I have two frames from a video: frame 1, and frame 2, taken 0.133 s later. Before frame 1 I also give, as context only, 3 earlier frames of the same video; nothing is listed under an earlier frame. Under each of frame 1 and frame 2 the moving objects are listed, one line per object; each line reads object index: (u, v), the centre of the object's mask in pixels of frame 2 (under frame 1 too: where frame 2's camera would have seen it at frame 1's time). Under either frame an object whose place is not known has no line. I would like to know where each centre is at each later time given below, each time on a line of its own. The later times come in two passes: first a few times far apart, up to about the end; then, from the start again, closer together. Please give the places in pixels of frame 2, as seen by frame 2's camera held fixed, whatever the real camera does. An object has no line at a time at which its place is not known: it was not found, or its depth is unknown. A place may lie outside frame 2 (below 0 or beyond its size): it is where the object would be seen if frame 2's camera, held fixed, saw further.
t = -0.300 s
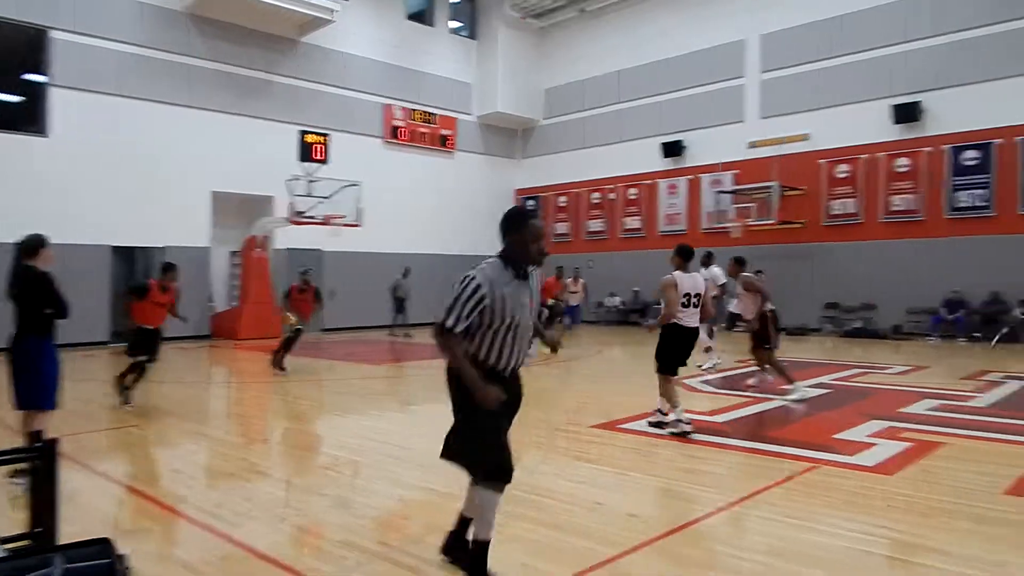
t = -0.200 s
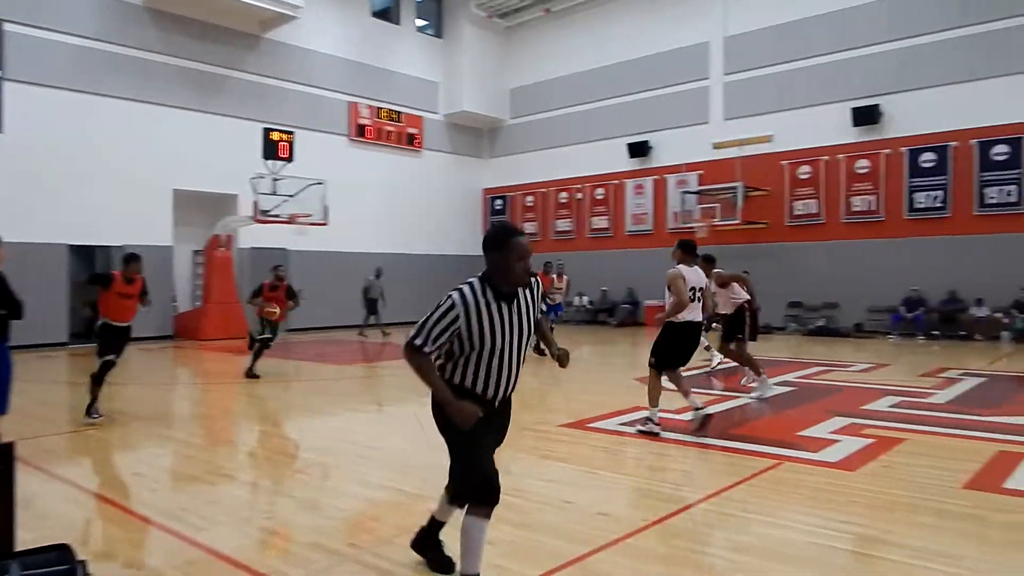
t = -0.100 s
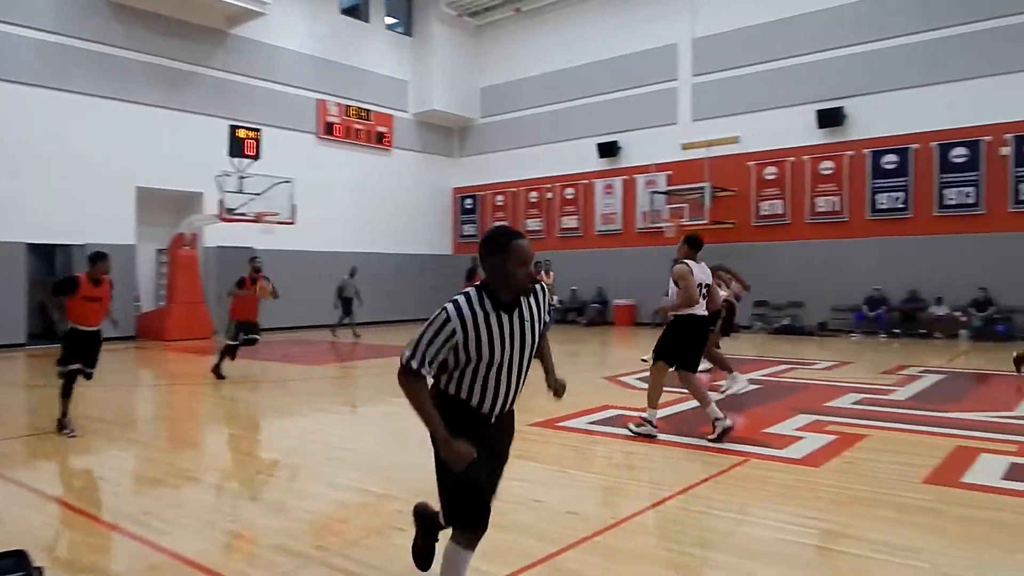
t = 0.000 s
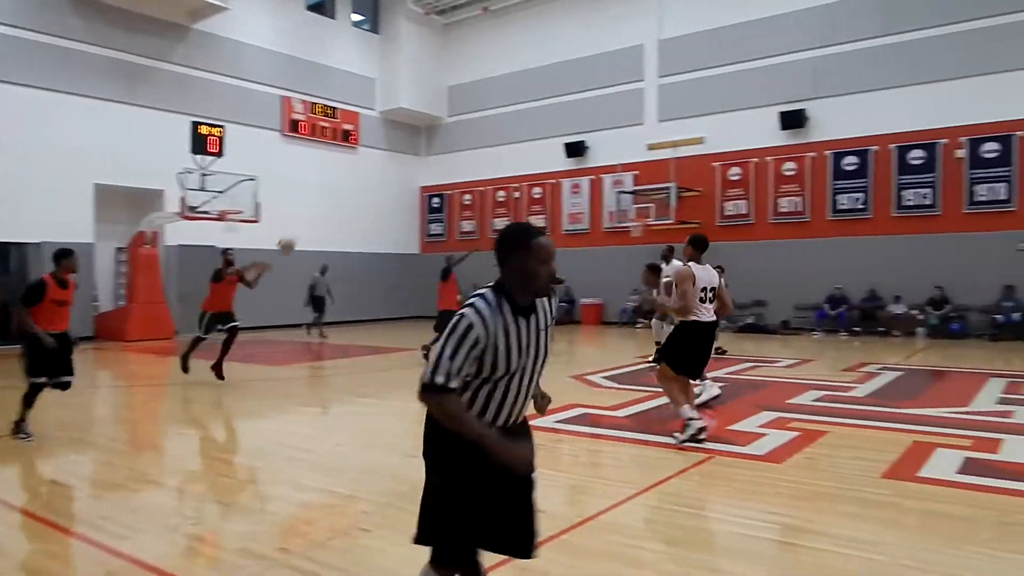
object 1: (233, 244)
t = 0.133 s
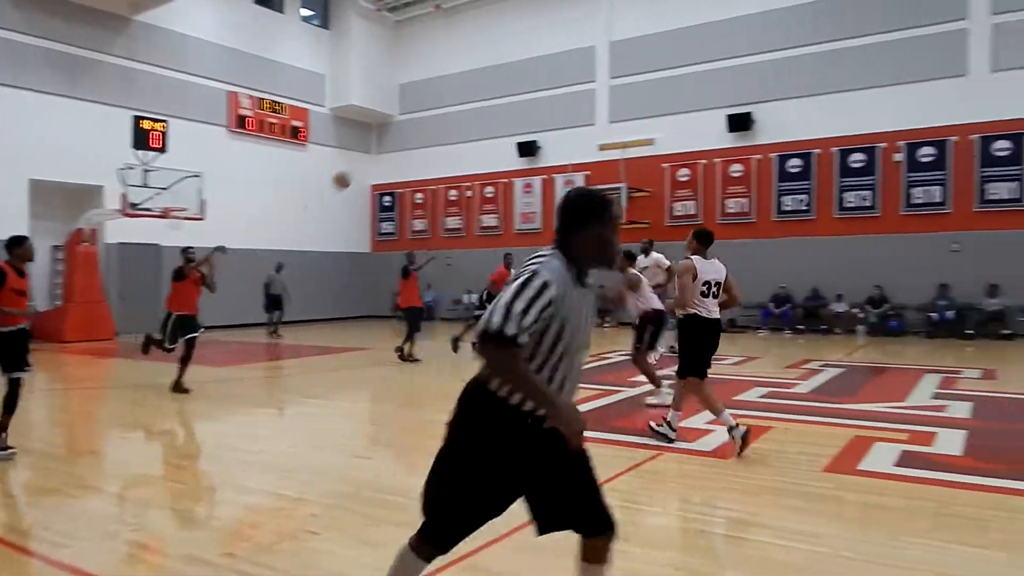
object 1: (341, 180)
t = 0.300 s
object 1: (493, 107)
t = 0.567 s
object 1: (785, 8)
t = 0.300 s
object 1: (493, 107)
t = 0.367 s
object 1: (560, 79)
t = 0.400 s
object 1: (594, 66)
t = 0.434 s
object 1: (630, 53)
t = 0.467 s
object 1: (666, 42)
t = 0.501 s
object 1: (705, 30)
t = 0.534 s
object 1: (744, 19)
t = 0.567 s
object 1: (785, 8)
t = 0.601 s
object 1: (826, -3)
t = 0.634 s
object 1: (868, -12)
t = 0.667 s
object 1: (912, -20)
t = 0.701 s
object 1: (956, -28)
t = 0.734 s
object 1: (1006, -35)
